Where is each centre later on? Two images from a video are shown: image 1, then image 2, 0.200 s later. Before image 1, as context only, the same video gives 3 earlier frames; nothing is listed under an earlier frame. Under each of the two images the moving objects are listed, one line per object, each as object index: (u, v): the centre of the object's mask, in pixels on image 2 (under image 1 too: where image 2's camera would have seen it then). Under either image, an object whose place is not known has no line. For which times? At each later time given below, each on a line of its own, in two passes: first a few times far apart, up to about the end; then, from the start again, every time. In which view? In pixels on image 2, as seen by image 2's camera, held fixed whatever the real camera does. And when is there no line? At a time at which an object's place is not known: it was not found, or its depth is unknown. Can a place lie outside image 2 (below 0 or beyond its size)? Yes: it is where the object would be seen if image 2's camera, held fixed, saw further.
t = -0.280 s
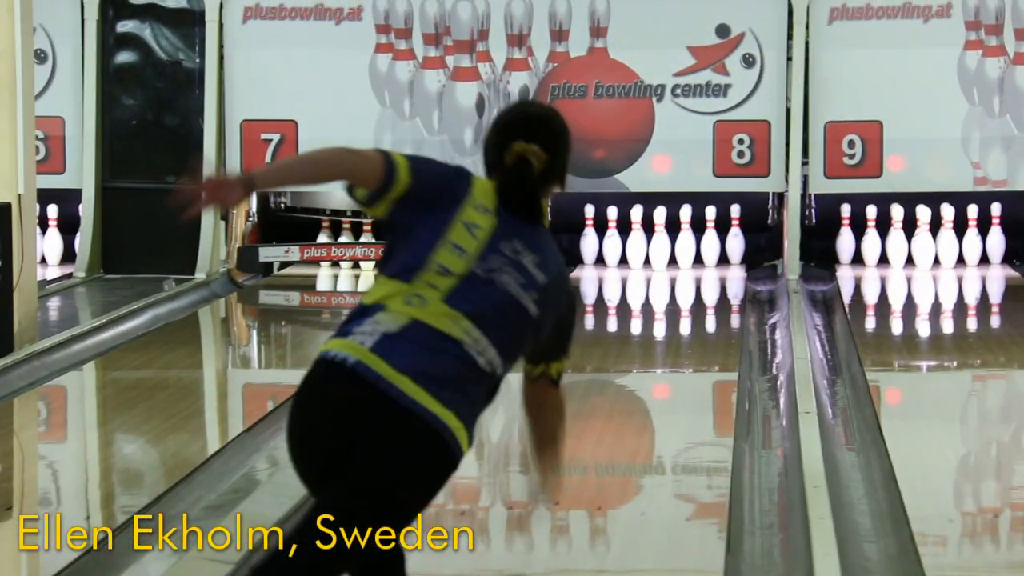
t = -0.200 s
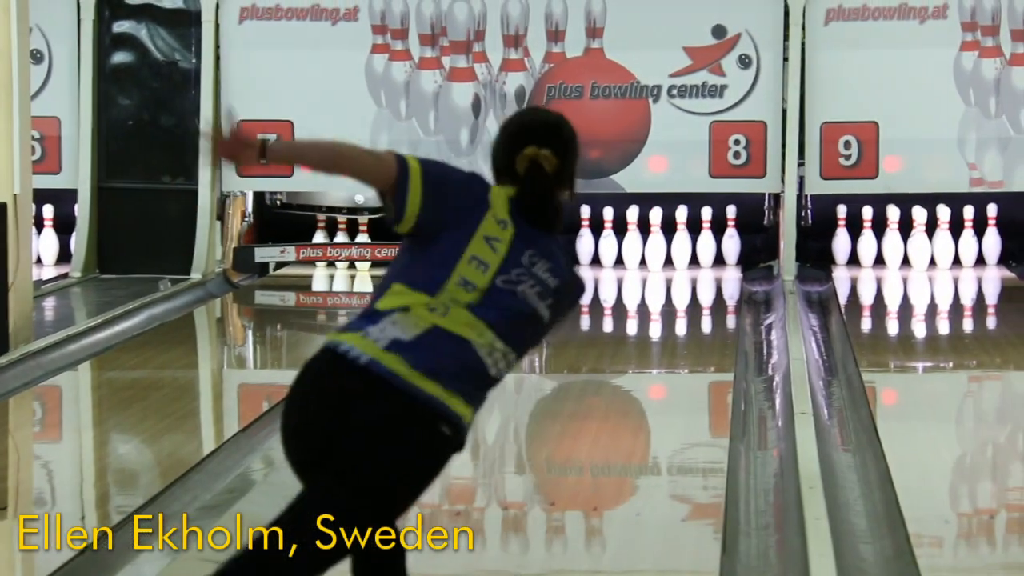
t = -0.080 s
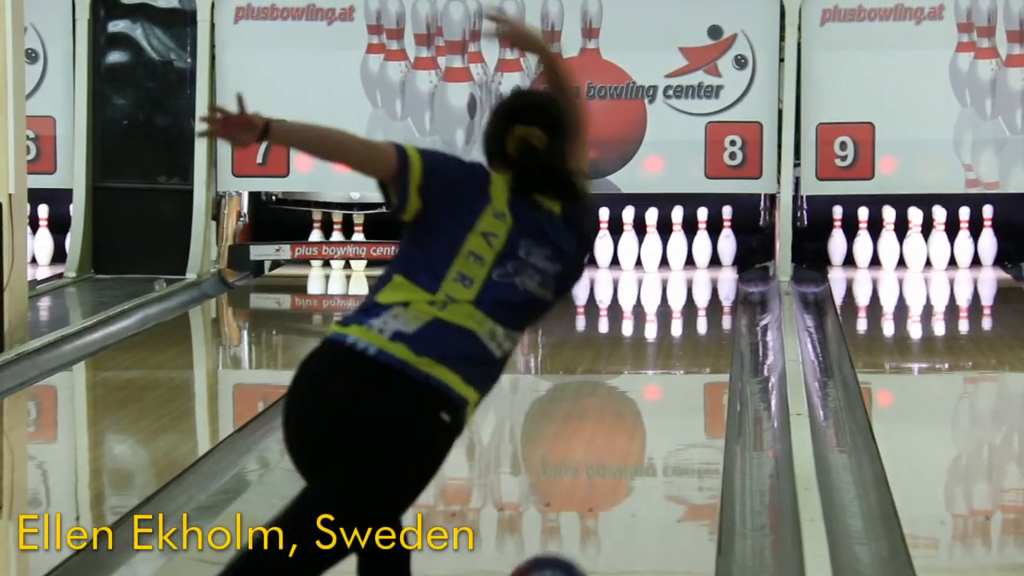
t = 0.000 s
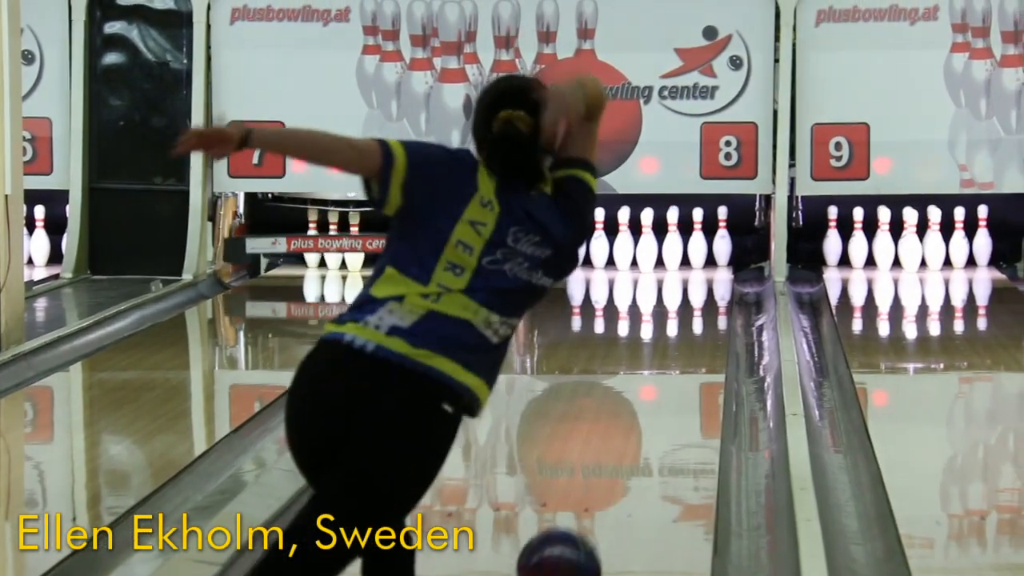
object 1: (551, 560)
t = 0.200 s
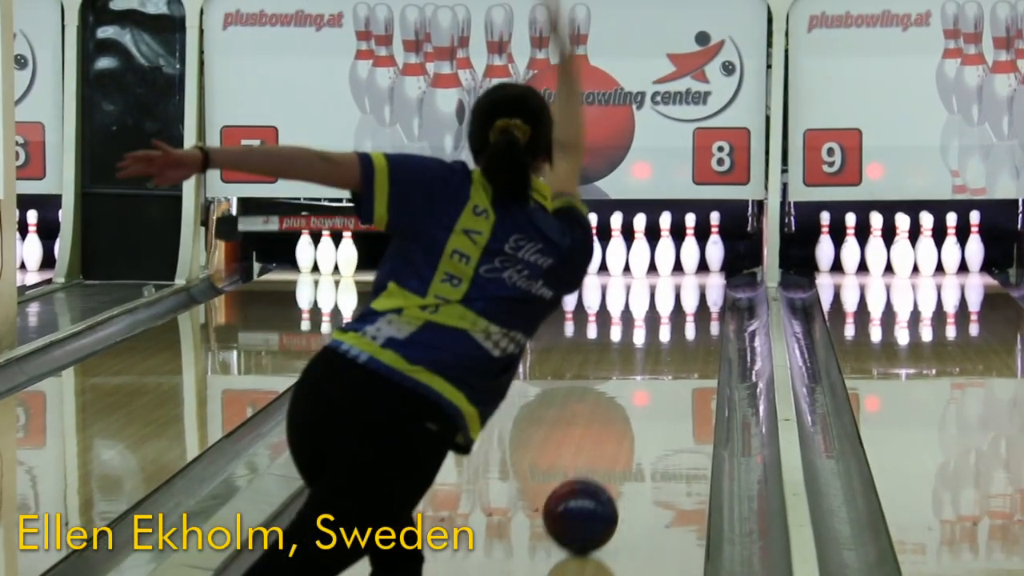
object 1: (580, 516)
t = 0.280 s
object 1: (590, 496)
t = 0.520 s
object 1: (614, 446)
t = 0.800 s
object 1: (634, 398)
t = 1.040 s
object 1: (648, 366)
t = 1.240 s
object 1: (657, 344)
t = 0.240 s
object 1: (585, 506)
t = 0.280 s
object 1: (590, 496)
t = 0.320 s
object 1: (594, 487)
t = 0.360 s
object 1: (599, 478)
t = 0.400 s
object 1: (603, 469)
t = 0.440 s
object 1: (607, 461)
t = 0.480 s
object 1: (610, 453)
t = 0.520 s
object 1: (614, 446)
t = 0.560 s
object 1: (617, 438)
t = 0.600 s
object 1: (620, 431)
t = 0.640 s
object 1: (624, 424)
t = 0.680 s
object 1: (627, 417)
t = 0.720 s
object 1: (629, 411)
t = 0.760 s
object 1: (632, 405)
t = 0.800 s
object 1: (634, 398)
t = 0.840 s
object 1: (637, 392)
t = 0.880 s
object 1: (639, 387)
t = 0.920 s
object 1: (642, 381)
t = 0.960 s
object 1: (644, 376)
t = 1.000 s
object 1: (646, 371)
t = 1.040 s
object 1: (648, 366)
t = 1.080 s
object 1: (650, 361)
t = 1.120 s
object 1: (657, 353)
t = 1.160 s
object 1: (653, 357)
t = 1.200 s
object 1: (655, 348)
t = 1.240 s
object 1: (657, 344)
